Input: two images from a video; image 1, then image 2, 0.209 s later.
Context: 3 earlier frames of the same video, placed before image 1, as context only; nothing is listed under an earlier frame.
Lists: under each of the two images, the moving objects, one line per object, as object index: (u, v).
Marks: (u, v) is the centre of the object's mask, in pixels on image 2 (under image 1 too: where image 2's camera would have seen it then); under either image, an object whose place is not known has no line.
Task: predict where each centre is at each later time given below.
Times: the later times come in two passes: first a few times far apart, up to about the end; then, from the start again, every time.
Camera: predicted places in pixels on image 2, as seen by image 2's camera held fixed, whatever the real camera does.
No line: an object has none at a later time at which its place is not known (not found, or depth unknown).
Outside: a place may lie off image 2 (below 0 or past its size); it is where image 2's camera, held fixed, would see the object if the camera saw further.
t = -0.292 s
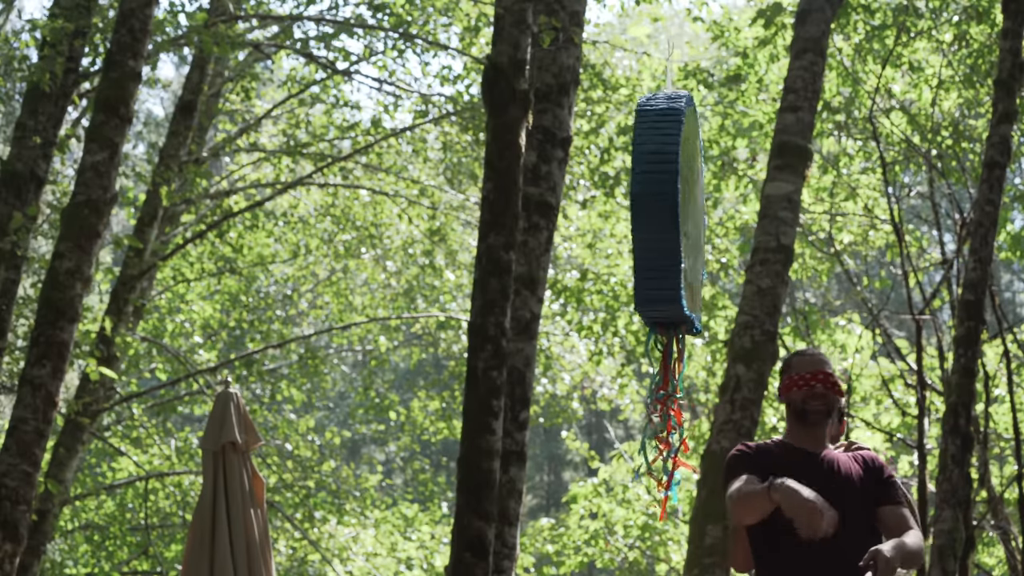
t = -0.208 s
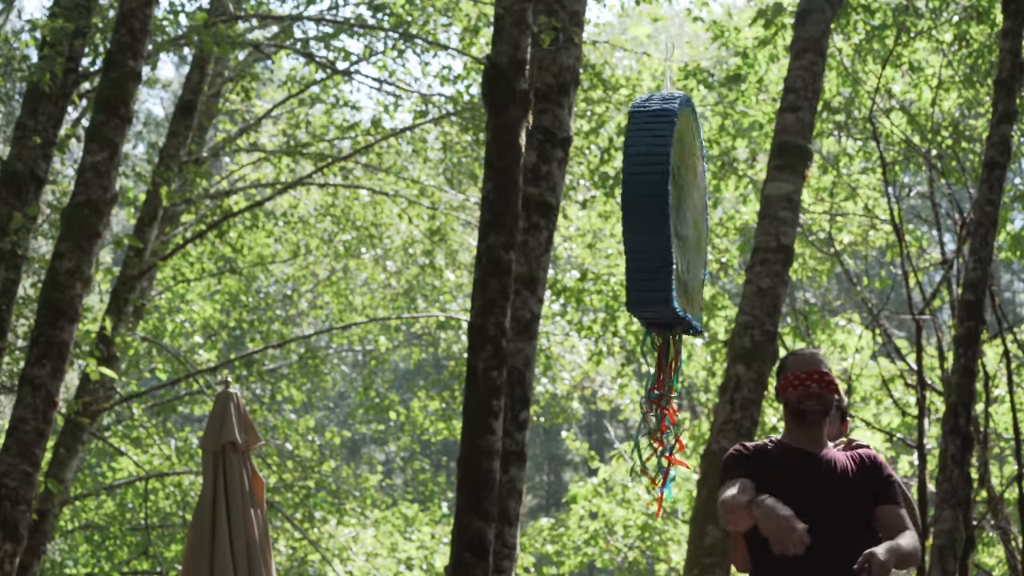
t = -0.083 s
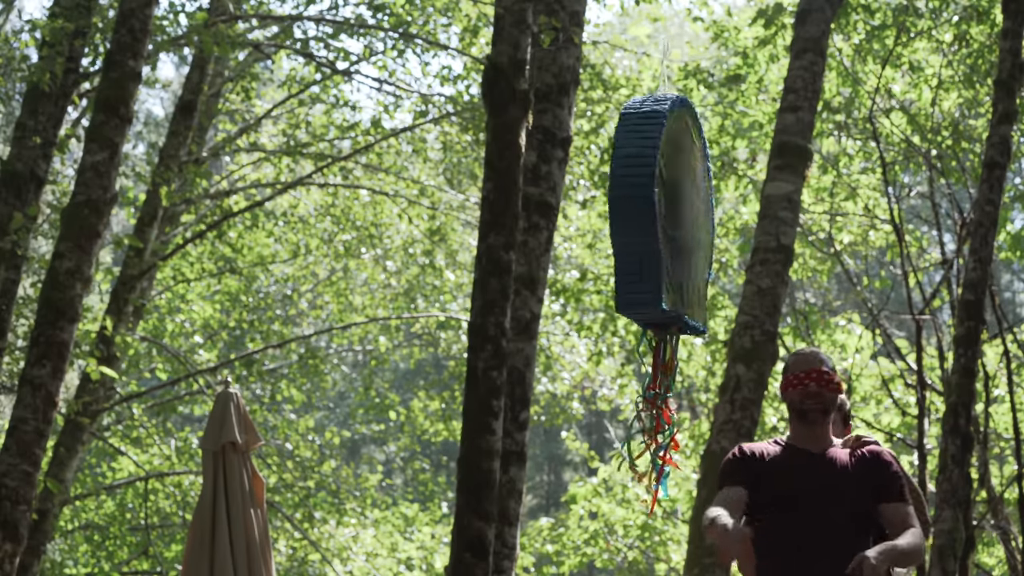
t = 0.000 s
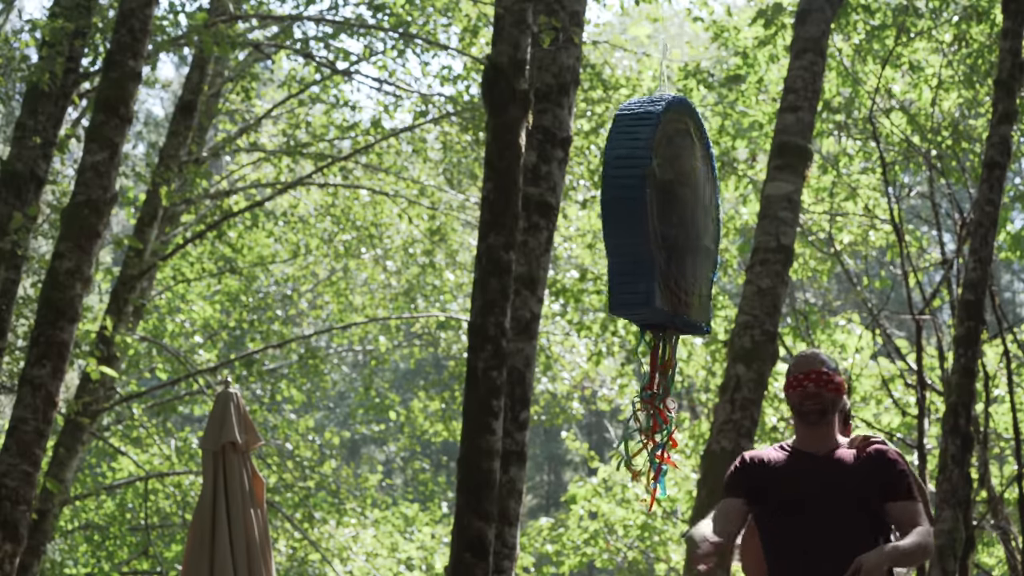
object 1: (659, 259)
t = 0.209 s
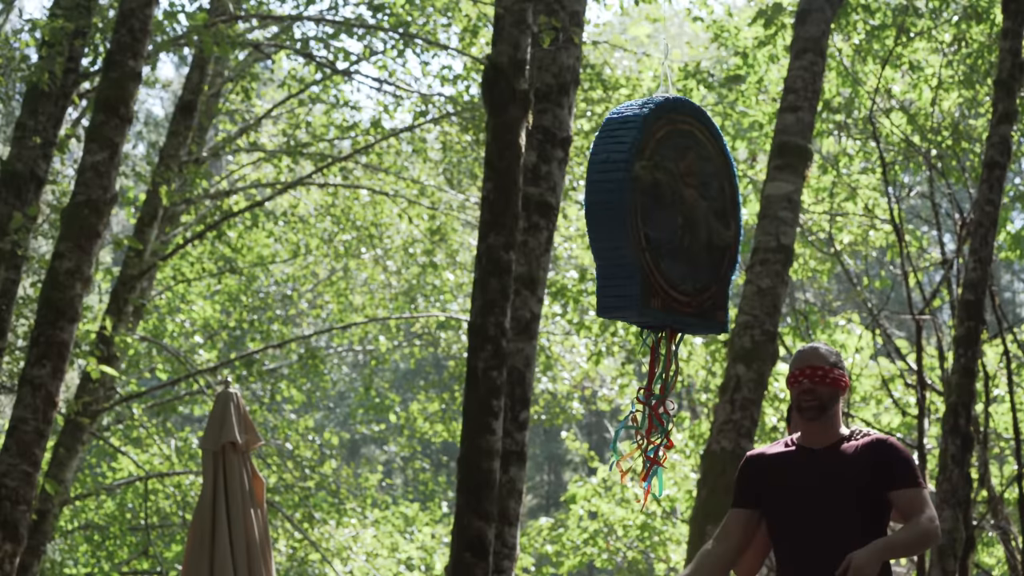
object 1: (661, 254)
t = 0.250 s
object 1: (662, 251)
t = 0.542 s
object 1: (682, 243)
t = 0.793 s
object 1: (702, 244)
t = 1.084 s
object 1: (719, 243)
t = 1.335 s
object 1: (724, 240)
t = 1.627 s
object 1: (714, 250)
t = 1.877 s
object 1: (700, 282)
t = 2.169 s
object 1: (674, 262)
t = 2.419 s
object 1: (660, 243)
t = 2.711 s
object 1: (664, 247)
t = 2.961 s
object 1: (677, 249)
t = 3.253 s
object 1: (696, 244)
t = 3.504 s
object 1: (703, 247)
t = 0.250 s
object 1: (662, 251)
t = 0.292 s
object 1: (664, 250)
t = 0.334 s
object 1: (667, 242)
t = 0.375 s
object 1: (670, 241)
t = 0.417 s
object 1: (672, 244)
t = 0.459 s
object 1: (675, 242)
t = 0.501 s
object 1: (678, 246)
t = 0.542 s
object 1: (682, 243)
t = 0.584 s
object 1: (685, 244)
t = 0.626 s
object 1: (688, 243)
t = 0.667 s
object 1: (692, 245)
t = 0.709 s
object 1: (695, 247)
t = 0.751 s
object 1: (699, 245)
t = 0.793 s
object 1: (702, 244)
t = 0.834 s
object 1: (705, 245)
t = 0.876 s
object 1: (707, 244)
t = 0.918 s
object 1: (710, 243)
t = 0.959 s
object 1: (712, 244)
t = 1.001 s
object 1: (715, 244)
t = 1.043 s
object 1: (717, 244)
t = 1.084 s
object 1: (719, 243)
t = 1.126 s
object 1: (721, 242)
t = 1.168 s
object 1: (722, 243)
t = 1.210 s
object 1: (723, 242)
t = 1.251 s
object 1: (724, 241)
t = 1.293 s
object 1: (724, 242)
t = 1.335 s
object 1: (724, 240)
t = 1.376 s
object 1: (723, 241)
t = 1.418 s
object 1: (722, 241)
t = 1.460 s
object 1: (721, 241)
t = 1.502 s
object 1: (720, 241)
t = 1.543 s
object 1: (718, 242)
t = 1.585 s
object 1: (716, 245)
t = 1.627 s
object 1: (714, 250)
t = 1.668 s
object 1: (712, 254)
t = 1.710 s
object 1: (709, 253)
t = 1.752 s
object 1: (707, 262)
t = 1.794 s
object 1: (705, 268)
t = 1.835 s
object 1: (703, 275)
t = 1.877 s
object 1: (700, 282)
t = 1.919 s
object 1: (697, 287)
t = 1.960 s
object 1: (694, 290)
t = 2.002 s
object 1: (690, 286)
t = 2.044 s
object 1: (686, 279)
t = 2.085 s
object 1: (682, 273)
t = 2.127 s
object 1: (678, 267)
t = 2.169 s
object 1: (674, 262)
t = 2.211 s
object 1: (670, 256)
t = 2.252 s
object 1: (667, 252)
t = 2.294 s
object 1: (665, 248)
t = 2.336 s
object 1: (662, 247)
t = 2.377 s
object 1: (661, 245)
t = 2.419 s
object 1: (660, 243)
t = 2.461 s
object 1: (659, 243)
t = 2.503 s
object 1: (659, 243)
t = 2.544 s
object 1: (659, 244)
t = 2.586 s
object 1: (660, 244)
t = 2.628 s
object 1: (661, 245)
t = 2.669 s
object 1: (662, 246)
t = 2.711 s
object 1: (664, 247)
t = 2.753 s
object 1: (666, 247)
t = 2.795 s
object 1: (668, 248)
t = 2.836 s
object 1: (670, 246)
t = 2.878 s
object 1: (673, 246)
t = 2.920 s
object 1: (675, 248)
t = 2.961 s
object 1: (677, 249)
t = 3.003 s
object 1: (680, 250)
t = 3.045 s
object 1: (683, 248)
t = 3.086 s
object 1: (686, 248)
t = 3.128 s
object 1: (688, 248)
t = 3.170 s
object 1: (691, 247)
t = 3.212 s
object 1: (694, 245)
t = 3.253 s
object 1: (696, 244)
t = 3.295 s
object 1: (698, 244)
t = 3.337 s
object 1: (699, 244)
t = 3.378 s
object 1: (701, 244)
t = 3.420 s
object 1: (702, 245)
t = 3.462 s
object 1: (703, 246)
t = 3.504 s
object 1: (703, 247)
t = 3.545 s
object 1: (705, 246)
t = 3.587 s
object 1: (705, 247)
